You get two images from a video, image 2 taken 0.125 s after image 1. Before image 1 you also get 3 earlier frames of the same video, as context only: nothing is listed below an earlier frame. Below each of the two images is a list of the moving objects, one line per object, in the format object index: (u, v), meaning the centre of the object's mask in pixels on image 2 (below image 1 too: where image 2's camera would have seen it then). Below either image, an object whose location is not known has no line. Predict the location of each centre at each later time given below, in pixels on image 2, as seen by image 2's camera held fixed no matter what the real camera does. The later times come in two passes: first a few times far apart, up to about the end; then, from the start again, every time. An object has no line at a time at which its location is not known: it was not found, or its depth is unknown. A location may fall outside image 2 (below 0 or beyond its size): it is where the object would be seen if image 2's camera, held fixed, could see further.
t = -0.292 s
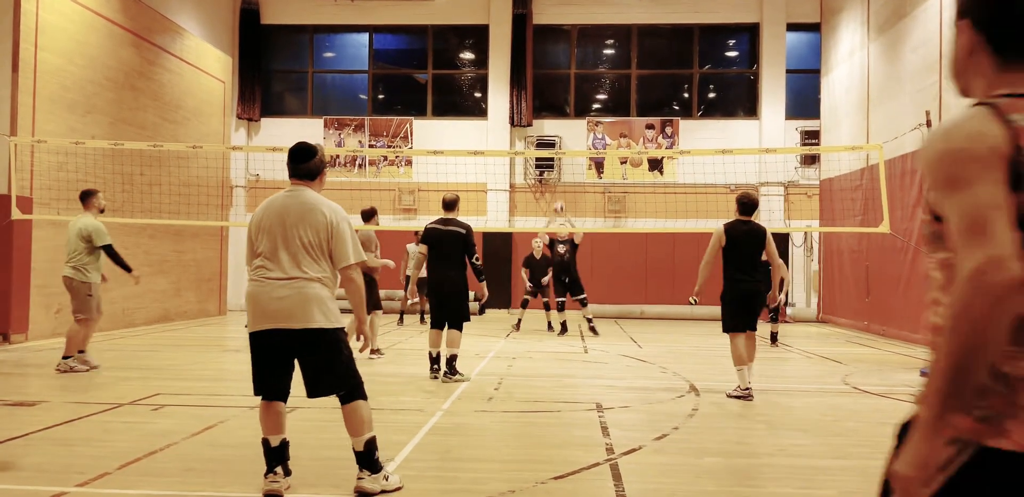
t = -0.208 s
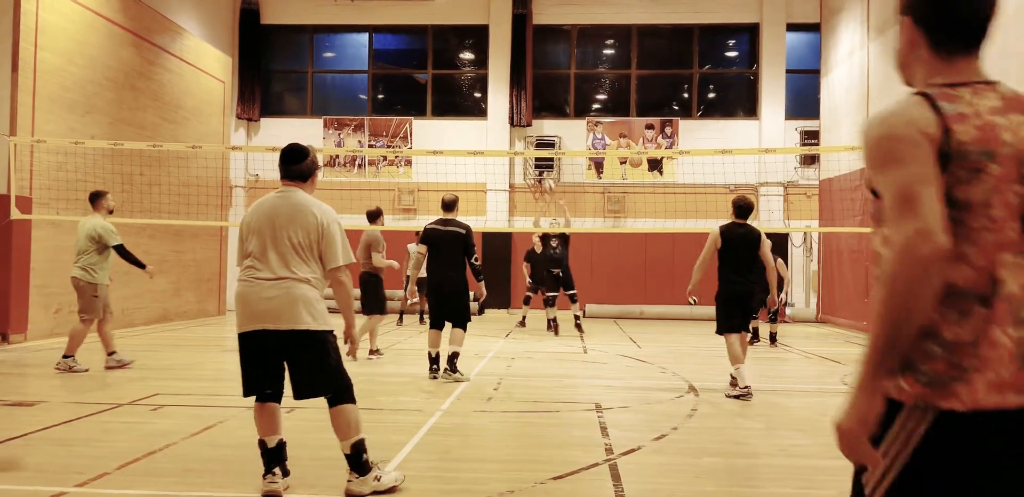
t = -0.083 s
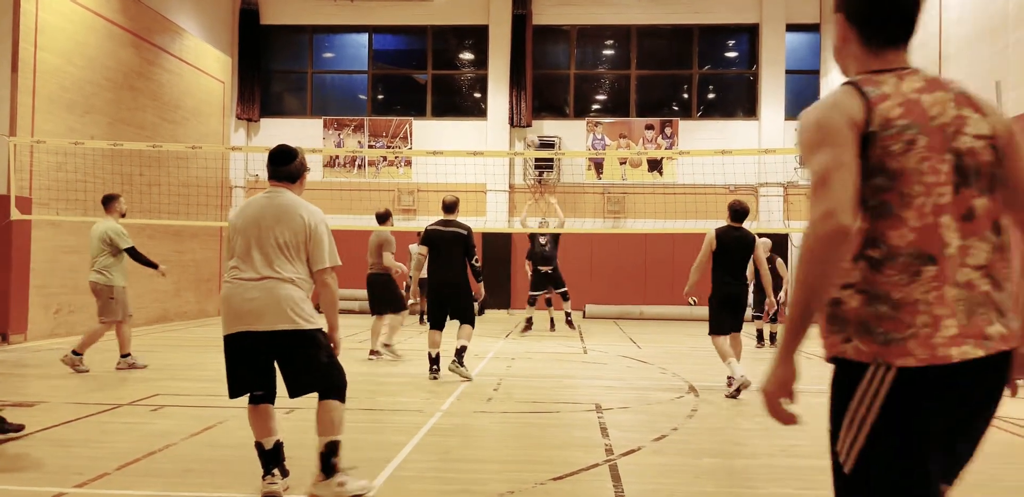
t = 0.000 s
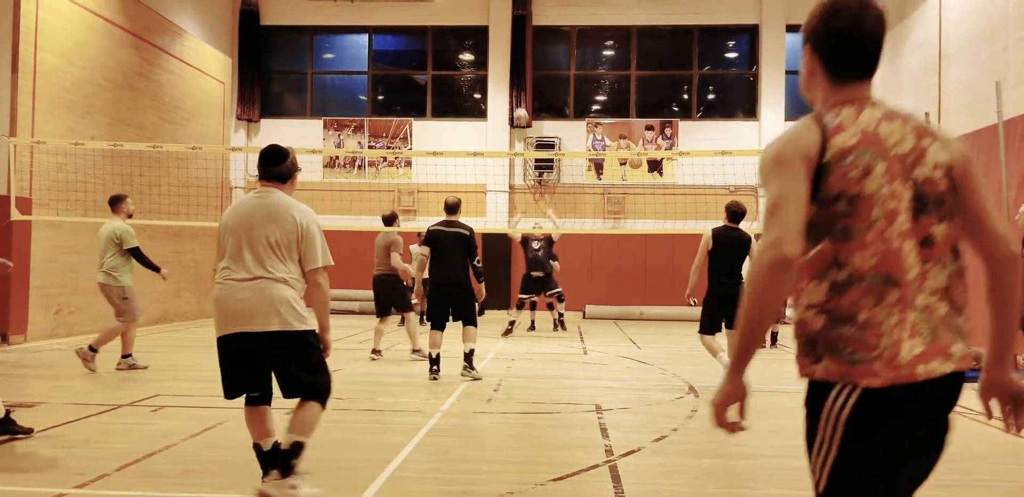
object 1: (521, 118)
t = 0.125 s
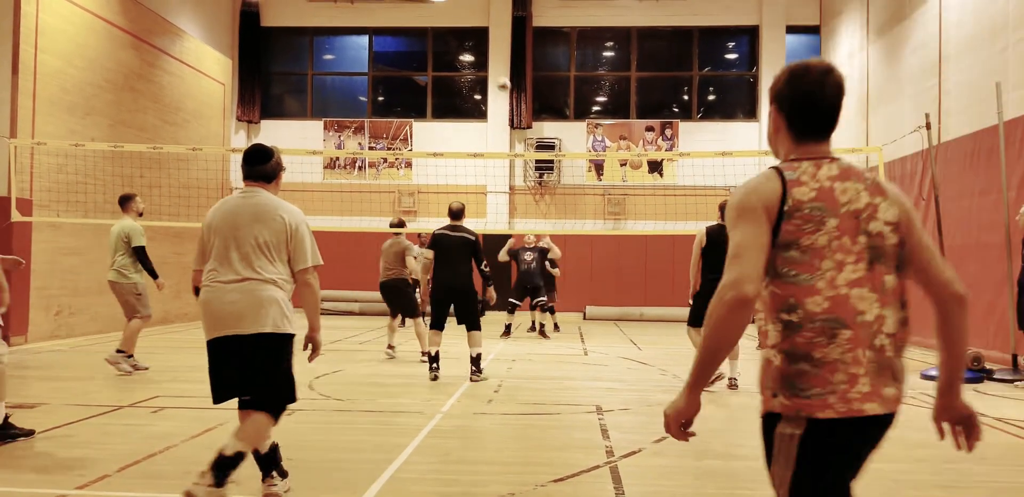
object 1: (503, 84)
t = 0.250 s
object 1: (483, 61)
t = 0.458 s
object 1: (451, 45)
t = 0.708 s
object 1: (407, 67)
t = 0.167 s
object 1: (496, 75)
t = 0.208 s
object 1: (490, 67)
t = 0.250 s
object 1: (483, 61)
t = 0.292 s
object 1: (478, 55)
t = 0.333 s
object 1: (471, 49)
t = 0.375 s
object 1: (465, 47)
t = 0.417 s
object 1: (458, 46)
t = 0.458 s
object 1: (451, 45)
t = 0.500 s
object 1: (444, 45)
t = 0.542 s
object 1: (437, 47)
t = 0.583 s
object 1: (430, 50)
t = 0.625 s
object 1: (422, 54)
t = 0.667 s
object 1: (415, 60)
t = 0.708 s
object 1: (407, 67)
